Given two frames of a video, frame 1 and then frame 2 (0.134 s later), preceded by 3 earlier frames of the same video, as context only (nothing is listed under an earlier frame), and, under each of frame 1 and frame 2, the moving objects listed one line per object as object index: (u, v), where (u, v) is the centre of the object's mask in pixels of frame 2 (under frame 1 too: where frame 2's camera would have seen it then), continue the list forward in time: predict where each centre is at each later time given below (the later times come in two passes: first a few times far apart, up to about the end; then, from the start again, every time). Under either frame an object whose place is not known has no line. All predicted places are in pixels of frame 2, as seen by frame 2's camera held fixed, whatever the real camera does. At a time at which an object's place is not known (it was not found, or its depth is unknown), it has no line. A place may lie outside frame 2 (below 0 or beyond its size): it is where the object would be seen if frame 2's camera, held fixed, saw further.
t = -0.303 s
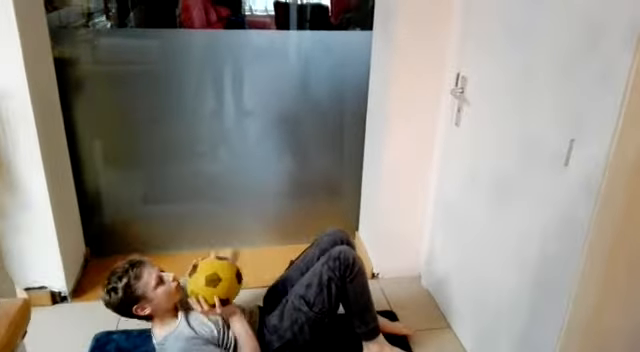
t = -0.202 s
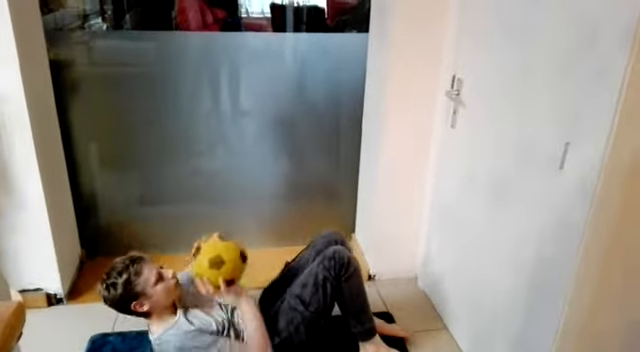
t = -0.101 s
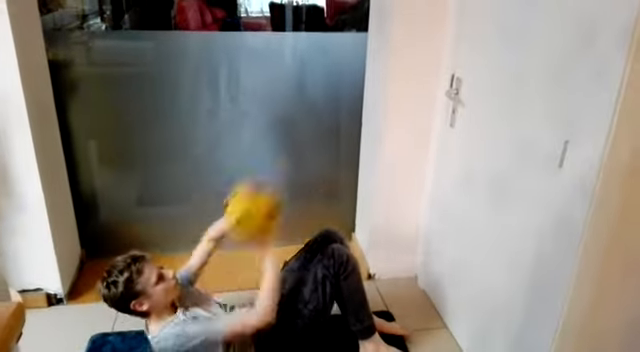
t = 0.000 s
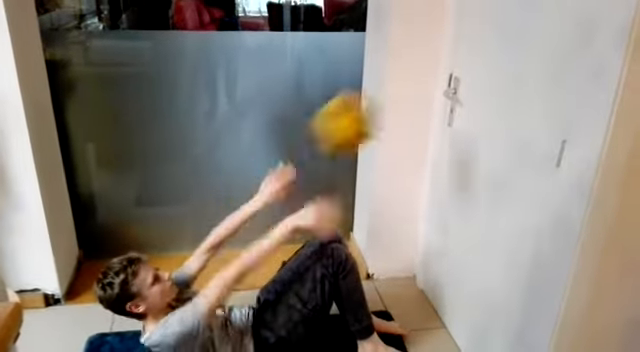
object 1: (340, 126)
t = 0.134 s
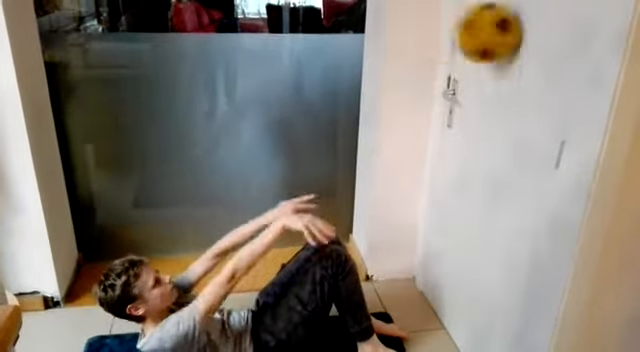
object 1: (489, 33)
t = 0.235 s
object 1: (405, 30)
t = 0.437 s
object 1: (218, 119)
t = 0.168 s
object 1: (461, 28)
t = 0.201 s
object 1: (433, 28)
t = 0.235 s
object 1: (405, 30)
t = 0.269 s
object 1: (372, 34)
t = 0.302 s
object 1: (342, 44)
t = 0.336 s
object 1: (312, 58)
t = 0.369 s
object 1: (280, 77)
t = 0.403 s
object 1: (249, 95)
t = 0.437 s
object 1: (218, 119)
